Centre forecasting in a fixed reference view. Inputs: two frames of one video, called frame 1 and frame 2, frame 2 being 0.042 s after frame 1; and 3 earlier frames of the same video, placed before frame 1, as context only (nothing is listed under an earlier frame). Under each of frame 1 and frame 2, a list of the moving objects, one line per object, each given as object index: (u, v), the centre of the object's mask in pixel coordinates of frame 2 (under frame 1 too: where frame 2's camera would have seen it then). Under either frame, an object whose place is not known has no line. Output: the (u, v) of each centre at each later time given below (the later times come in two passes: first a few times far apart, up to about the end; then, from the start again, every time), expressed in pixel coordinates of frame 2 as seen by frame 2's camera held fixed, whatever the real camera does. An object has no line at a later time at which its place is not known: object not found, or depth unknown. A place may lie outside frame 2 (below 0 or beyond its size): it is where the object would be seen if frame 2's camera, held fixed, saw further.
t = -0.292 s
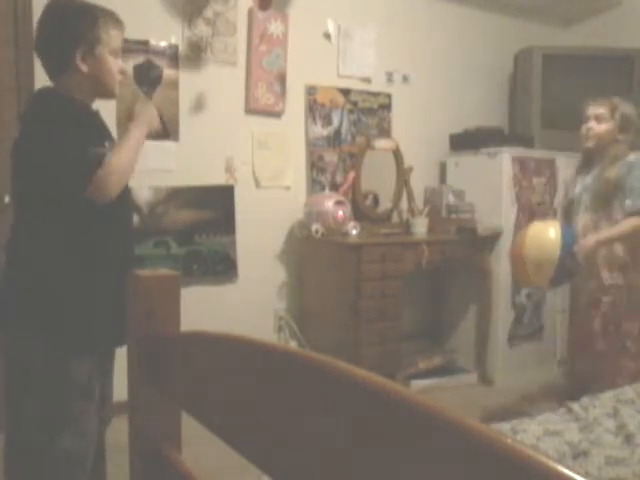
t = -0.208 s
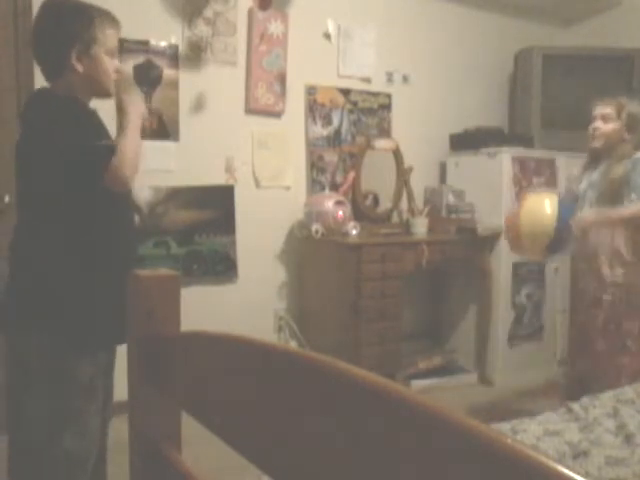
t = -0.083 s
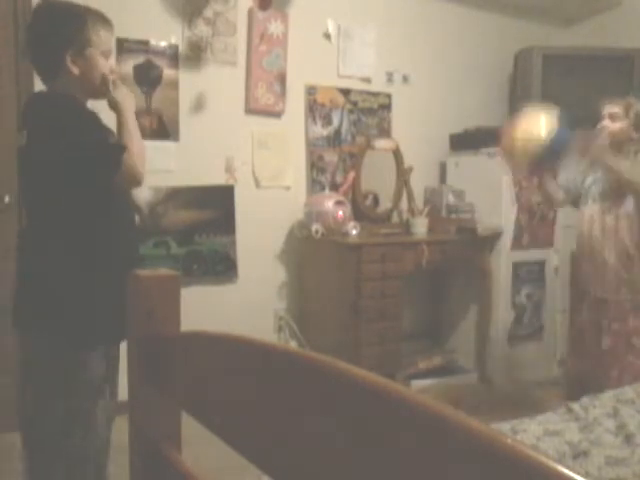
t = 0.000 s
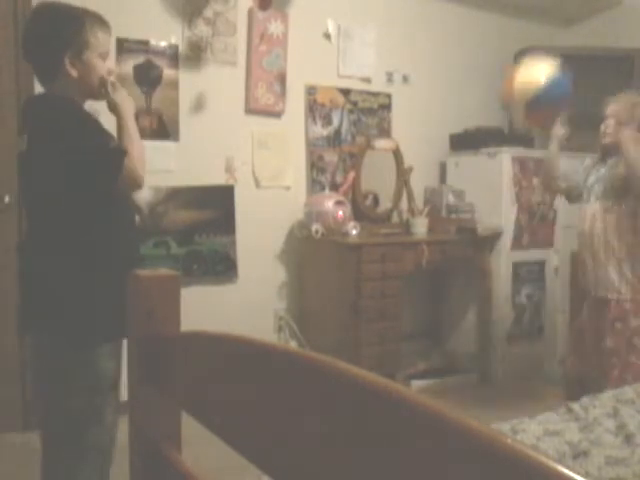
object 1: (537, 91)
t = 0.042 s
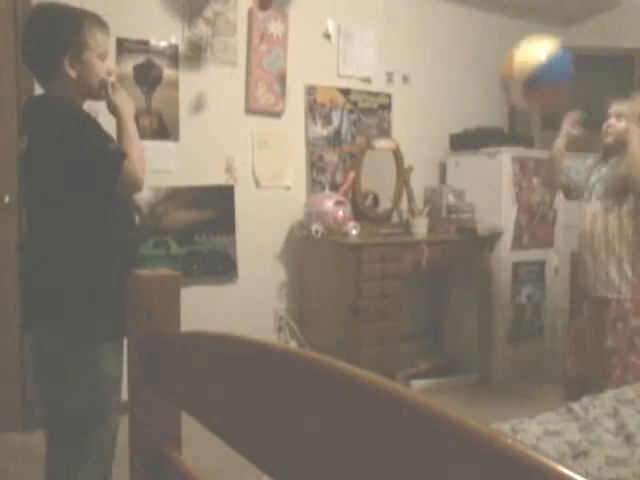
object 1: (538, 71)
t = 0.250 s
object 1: (540, 23)
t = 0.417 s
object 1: (537, 36)
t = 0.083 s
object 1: (537, 54)
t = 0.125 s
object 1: (540, 39)
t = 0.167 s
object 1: (540, 29)
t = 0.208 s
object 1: (538, 25)
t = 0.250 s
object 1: (540, 23)
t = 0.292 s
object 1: (540, 23)
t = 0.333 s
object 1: (539, 25)
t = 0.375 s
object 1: (538, 28)
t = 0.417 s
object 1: (537, 36)
